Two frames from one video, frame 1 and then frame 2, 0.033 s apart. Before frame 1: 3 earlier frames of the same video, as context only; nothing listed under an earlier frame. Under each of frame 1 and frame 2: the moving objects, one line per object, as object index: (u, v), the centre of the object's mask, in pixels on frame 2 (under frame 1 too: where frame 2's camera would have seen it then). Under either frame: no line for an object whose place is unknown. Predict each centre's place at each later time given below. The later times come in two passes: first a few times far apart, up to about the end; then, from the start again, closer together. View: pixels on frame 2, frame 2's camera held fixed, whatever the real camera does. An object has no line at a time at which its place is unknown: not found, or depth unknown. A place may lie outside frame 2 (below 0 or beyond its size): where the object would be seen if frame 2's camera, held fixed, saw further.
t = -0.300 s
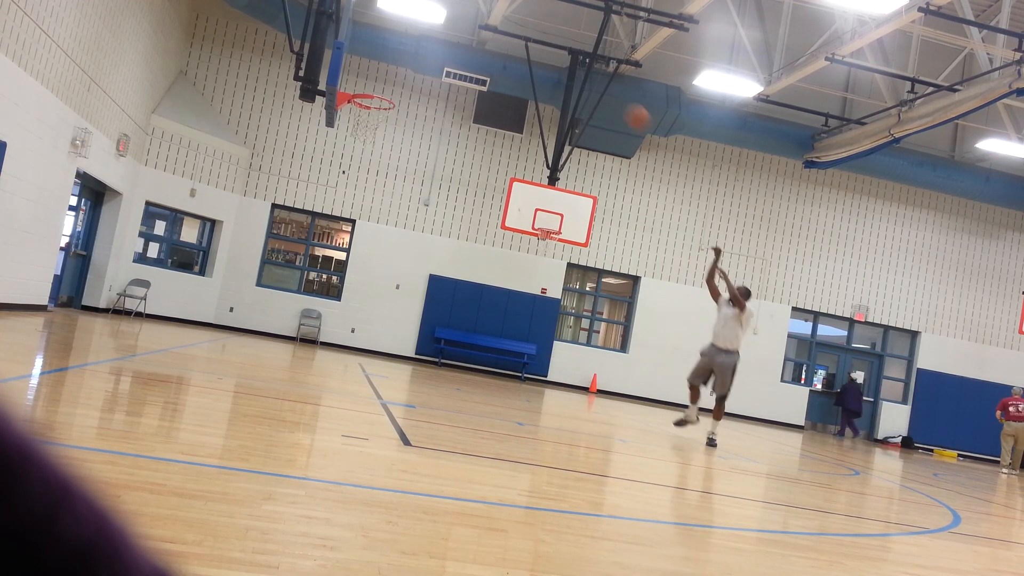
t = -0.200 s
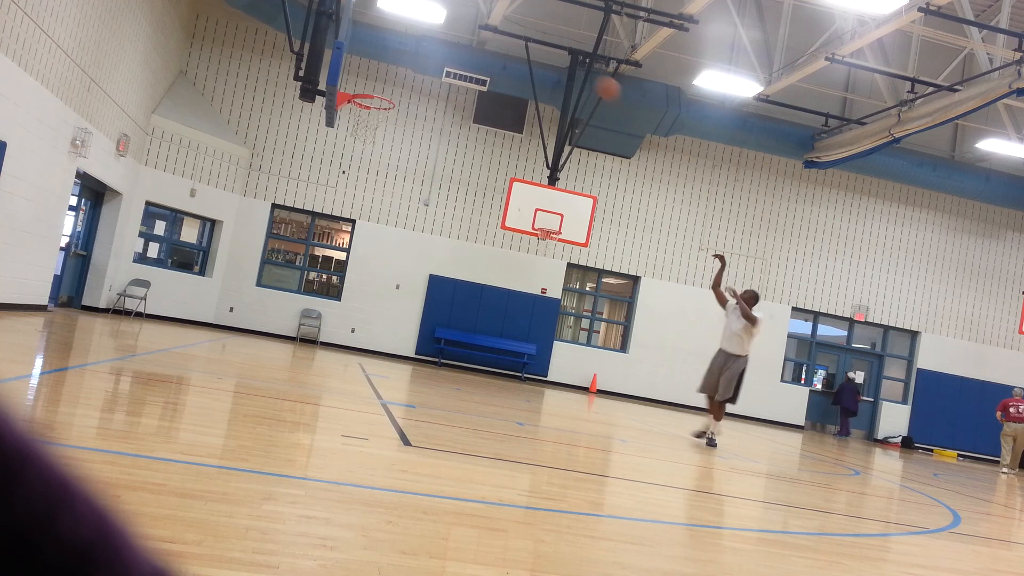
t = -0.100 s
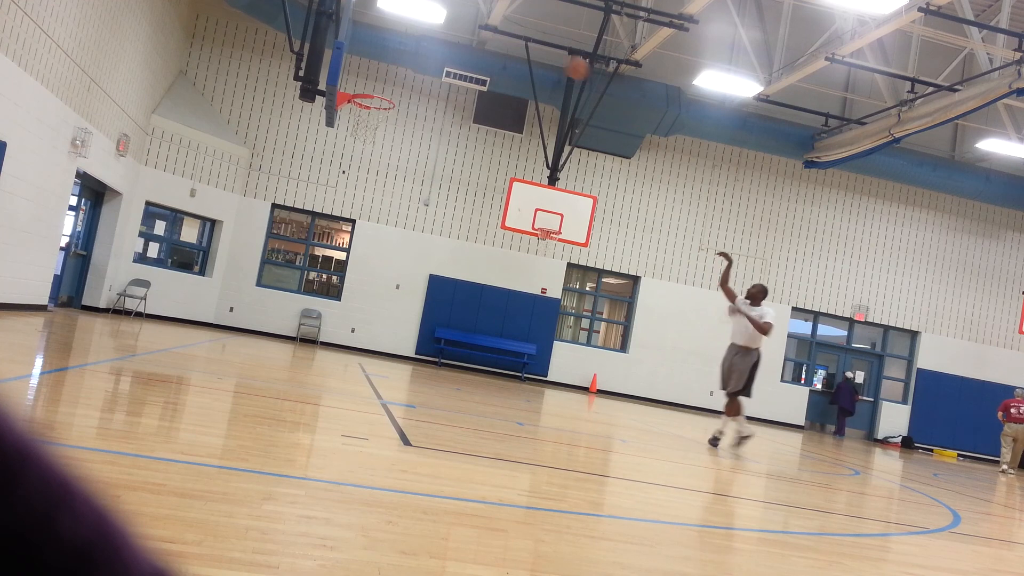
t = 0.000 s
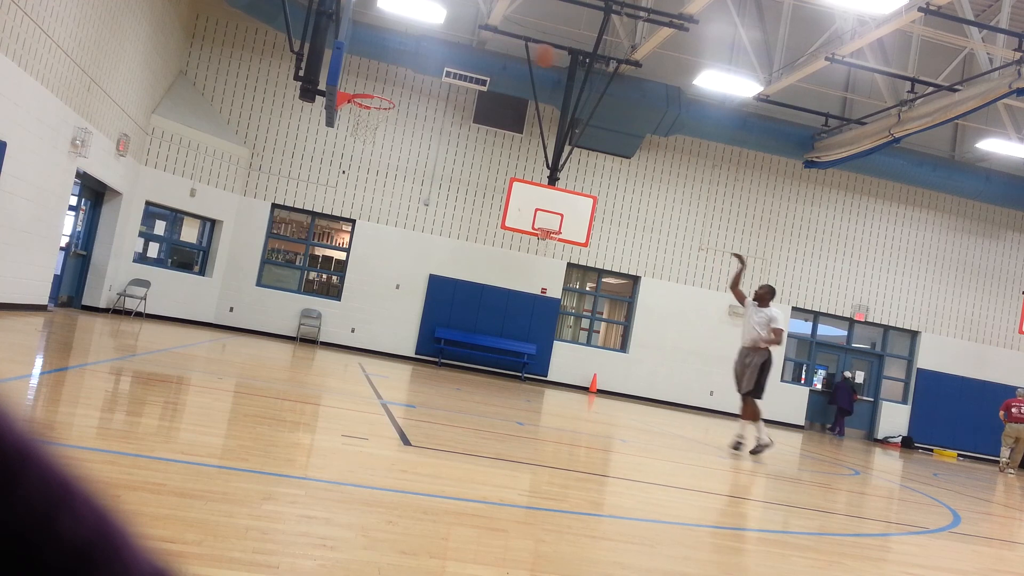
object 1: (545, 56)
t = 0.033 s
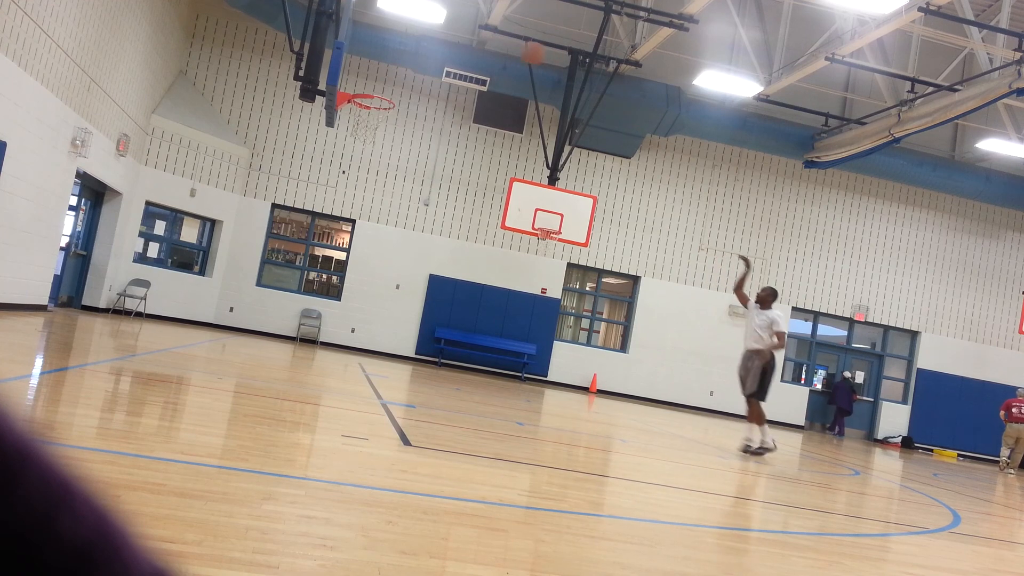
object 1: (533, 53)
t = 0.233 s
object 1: (463, 58)
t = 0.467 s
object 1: (371, 108)
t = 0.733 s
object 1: (302, 178)
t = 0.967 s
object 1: (237, 286)
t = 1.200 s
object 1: (219, 288)
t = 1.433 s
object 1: (238, 217)
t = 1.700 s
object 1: (247, 196)
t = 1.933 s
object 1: (245, 230)
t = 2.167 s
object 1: (232, 318)
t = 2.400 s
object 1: (237, 296)
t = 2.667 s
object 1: (244, 256)
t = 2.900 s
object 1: (238, 278)
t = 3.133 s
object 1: (221, 353)
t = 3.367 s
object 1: (230, 299)
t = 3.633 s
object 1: (228, 299)
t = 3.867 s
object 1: (214, 352)
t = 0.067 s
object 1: (522, 52)
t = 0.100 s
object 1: (510, 52)
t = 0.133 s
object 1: (498, 51)
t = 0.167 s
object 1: (487, 52)
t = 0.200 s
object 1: (475, 55)
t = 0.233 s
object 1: (463, 58)
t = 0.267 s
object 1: (451, 61)
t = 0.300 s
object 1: (438, 66)
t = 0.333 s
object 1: (425, 73)
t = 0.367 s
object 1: (411, 81)
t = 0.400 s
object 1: (397, 89)
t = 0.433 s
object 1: (385, 96)
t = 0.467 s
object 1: (371, 108)
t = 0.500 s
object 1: (357, 119)
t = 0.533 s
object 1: (348, 125)
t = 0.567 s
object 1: (341, 131)
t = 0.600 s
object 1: (334, 138)
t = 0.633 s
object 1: (326, 147)
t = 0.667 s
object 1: (319, 156)
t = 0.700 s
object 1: (311, 166)
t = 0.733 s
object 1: (302, 178)
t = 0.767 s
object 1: (295, 189)
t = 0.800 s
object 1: (286, 203)
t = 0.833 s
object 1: (278, 217)
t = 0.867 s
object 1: (267, 234)
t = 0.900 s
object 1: (258, 249)
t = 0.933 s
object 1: (247, 267)
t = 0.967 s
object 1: (237, 286)
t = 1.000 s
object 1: (227, 305)
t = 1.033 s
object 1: (216, 326)
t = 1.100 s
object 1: (209, 332)
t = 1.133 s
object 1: (213, 316)
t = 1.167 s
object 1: (216, 301)
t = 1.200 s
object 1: (219, 288)
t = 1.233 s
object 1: (223, 275)
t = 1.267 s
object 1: (226, 263)
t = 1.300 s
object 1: (229, 251)
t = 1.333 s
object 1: (231, 241)
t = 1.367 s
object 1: (234, 232)
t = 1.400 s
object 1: (236, 224)
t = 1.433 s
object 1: (238, 217)
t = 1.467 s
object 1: (240, 211)
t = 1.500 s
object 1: (241, 206)
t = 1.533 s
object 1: (243, 201)
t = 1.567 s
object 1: (244, 198)
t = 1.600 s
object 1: (245, 196)
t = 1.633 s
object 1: (246, 195)
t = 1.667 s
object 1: (247, 195)
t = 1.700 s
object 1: (247, 196)
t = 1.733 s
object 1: (248, 197)
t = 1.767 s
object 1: (248, 200)
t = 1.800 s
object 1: (248, 204)
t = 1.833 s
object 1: (247, 209)
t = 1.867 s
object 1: (247, 215)
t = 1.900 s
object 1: (246, 222)
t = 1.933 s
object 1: (245, 230)
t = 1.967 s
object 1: (244, 239)
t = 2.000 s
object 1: (243, 249)
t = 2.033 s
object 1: (241, 261)
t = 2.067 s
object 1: (239, 274)
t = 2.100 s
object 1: (237, 288)
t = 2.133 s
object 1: (234, 303)
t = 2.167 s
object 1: (232, 318)
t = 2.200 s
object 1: (229, 337)
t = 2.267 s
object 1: (228, 340)
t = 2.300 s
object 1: (231, 328)
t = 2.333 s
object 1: (233, 316)
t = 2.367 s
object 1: (235, 305)
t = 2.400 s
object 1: (237, 296)
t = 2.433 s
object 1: (239, 287)
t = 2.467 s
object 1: (240, 280)
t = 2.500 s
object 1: (241, 273)
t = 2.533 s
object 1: (242, 268)
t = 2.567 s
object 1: (243, 263)
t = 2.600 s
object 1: (243, 260)
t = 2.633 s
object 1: (243, 258)
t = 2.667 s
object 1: (244, 256)
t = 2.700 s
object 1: (244, 256)
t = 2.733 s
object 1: (243, 257)
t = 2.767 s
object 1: (243, 259)
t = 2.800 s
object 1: (242, 262)
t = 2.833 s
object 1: (241, 266)
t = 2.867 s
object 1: (240, 271)
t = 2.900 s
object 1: (238, 278)
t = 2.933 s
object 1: (237, 285)
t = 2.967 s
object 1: (234, 294)
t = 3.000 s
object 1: (232, 304)
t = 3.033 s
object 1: (230, 315)
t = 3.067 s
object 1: (227, 328)
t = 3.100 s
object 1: (224, 341)
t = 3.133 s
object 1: (221, 353)
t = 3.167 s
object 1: (223, 345)
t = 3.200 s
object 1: (225, 335)
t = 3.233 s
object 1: (226, 325)
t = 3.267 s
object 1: (228, 317)
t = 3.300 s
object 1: (229, 310)
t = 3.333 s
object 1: (230, 304)
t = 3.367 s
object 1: (230, 299)
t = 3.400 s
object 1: (231, 295)
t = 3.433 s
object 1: (231, 292)
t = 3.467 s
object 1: (231, 291)
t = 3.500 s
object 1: (231, 290)
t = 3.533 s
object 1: (231, 291)
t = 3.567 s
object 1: (230, 293)
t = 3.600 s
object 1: (229, 295)
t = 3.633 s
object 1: (228, 299)
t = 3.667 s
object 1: (226, 304)
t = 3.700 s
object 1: (225, 310)
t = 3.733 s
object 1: (223, 318)
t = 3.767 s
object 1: (221, 326)
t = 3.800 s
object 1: (218, 336)
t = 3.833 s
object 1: (216, 348)
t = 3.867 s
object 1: (214, 352)
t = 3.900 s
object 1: (216, 344)
